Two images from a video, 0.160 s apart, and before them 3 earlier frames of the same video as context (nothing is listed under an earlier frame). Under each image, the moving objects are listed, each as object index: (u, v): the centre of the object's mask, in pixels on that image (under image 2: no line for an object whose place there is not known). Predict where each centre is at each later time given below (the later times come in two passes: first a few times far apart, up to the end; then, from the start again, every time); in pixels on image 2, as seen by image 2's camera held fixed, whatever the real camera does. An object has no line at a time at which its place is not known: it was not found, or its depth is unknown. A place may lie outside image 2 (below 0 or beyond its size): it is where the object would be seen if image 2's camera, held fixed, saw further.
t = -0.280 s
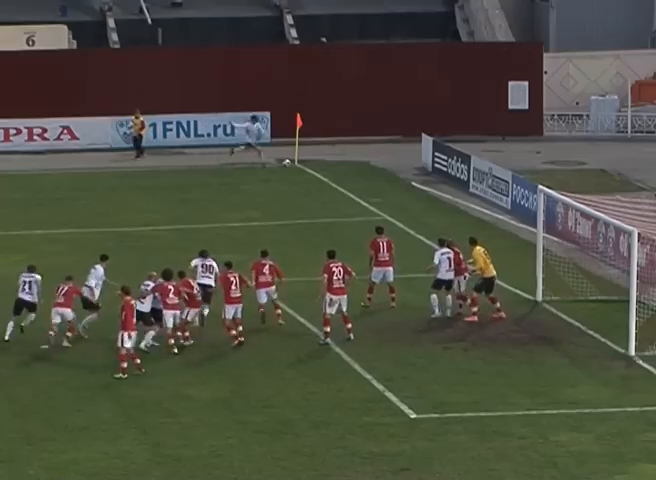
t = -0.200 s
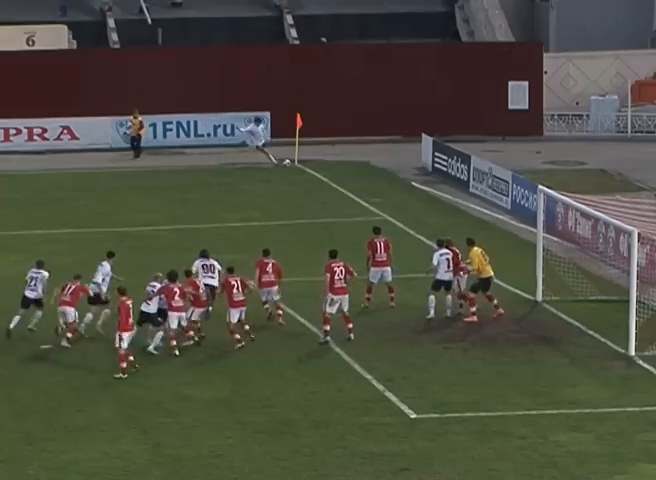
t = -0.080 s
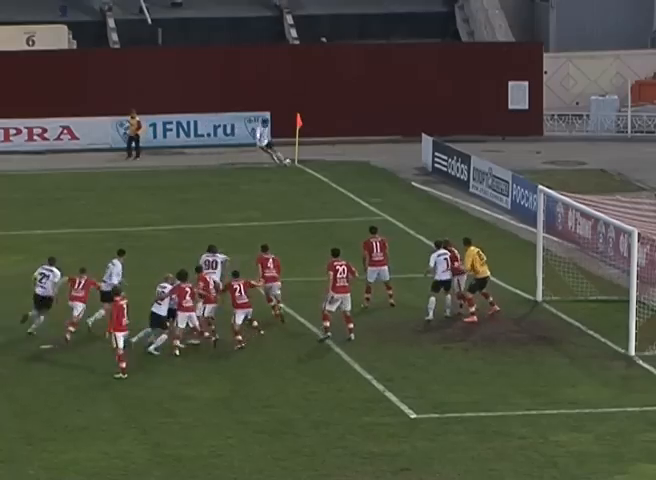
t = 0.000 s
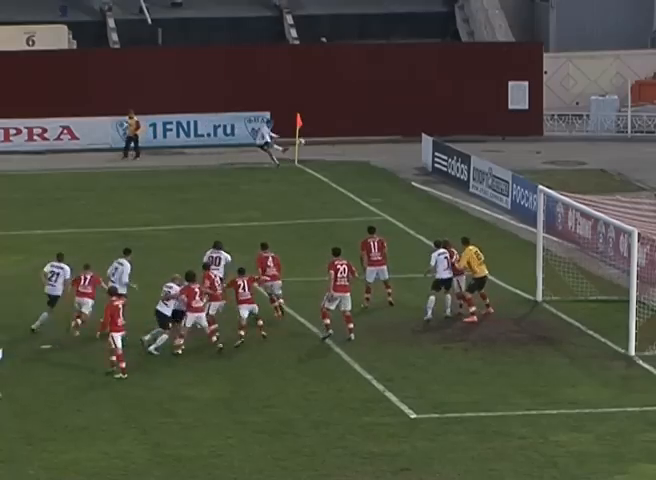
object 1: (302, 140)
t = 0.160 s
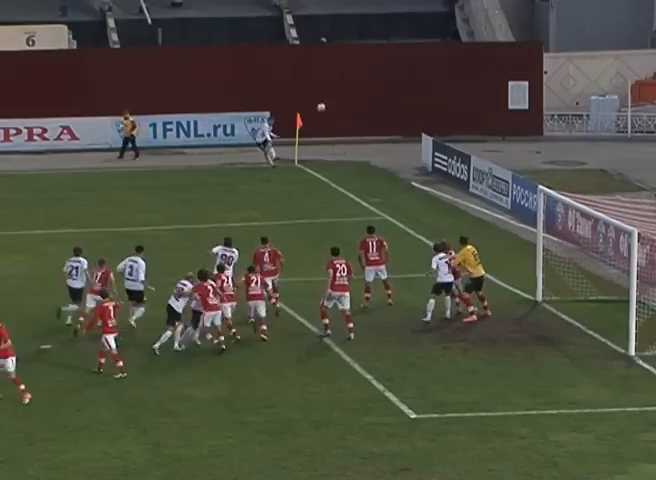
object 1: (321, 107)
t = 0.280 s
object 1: (330, 86)
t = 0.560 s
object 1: (339, 59)
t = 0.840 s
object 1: (329, 63)
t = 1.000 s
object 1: (316, 80)
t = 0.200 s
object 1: (324, 99)
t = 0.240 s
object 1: (328, 92)
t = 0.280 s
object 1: (330, 86)
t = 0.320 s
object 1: (333, 80)
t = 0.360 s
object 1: (335, 75)
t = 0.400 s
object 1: (336, 71)
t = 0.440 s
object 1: (338, 67)
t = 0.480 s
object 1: (338, 64)
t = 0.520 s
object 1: (339, 61)
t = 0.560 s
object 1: (339, 59)
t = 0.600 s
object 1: (338, 57)
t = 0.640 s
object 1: (338, 56)
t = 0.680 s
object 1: (337, 56)
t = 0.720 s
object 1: (336, 57)
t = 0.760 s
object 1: (334, 58)
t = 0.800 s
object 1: (332, 60)
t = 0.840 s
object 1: (329, 63)
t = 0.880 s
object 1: (326, 66)
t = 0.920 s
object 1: (323, 70)
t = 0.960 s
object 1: (320, 75)
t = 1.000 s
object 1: (316, 80)
